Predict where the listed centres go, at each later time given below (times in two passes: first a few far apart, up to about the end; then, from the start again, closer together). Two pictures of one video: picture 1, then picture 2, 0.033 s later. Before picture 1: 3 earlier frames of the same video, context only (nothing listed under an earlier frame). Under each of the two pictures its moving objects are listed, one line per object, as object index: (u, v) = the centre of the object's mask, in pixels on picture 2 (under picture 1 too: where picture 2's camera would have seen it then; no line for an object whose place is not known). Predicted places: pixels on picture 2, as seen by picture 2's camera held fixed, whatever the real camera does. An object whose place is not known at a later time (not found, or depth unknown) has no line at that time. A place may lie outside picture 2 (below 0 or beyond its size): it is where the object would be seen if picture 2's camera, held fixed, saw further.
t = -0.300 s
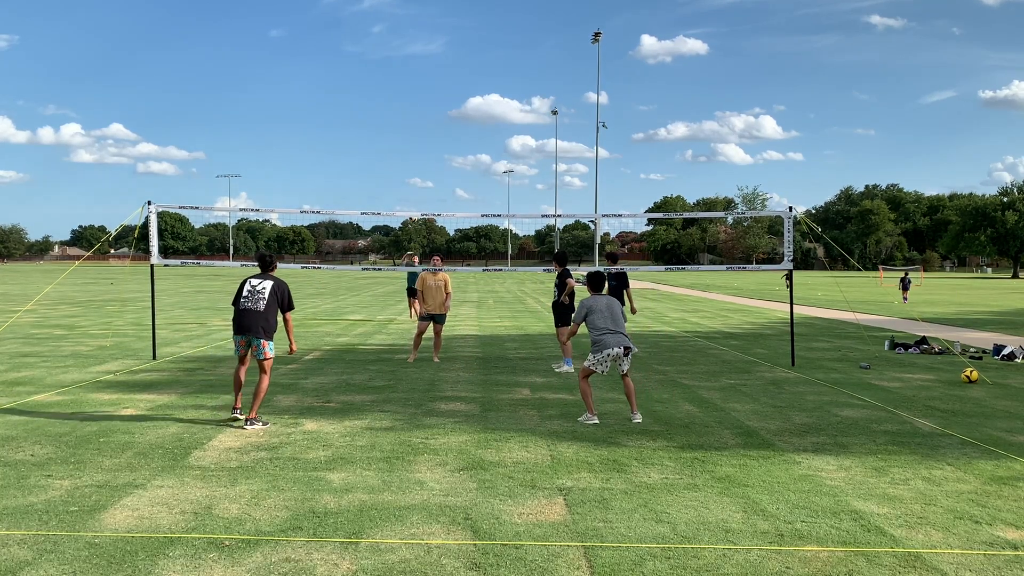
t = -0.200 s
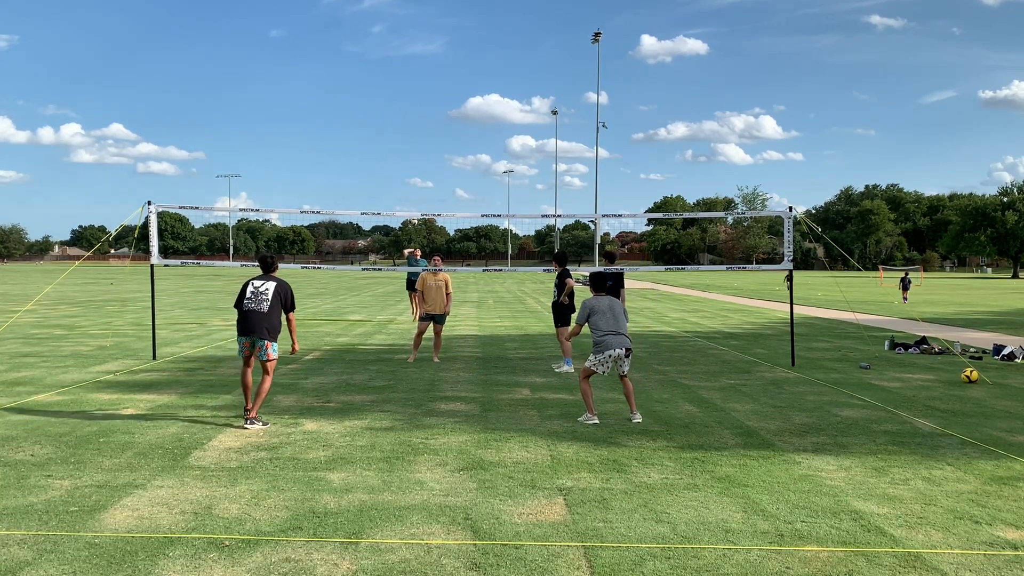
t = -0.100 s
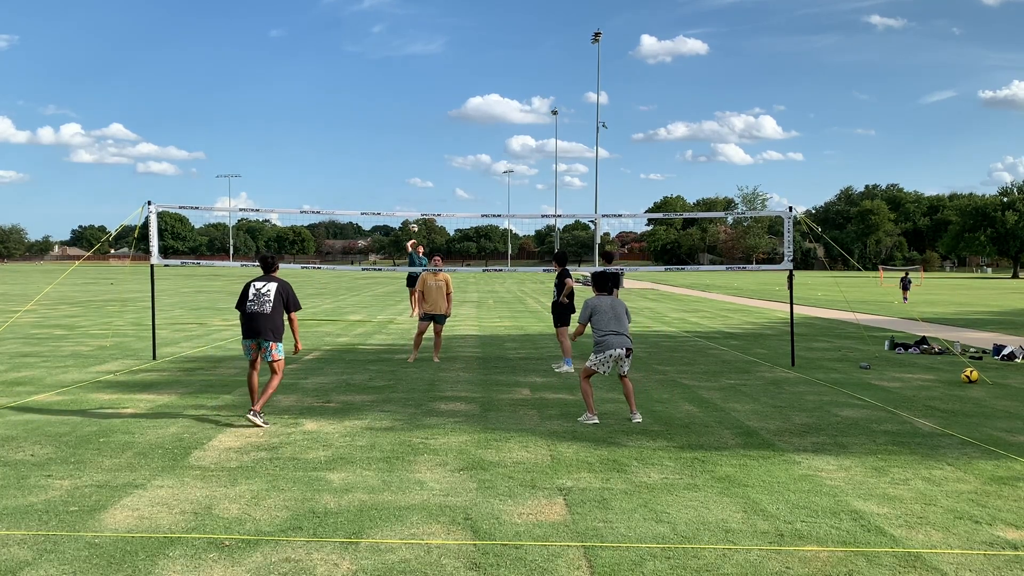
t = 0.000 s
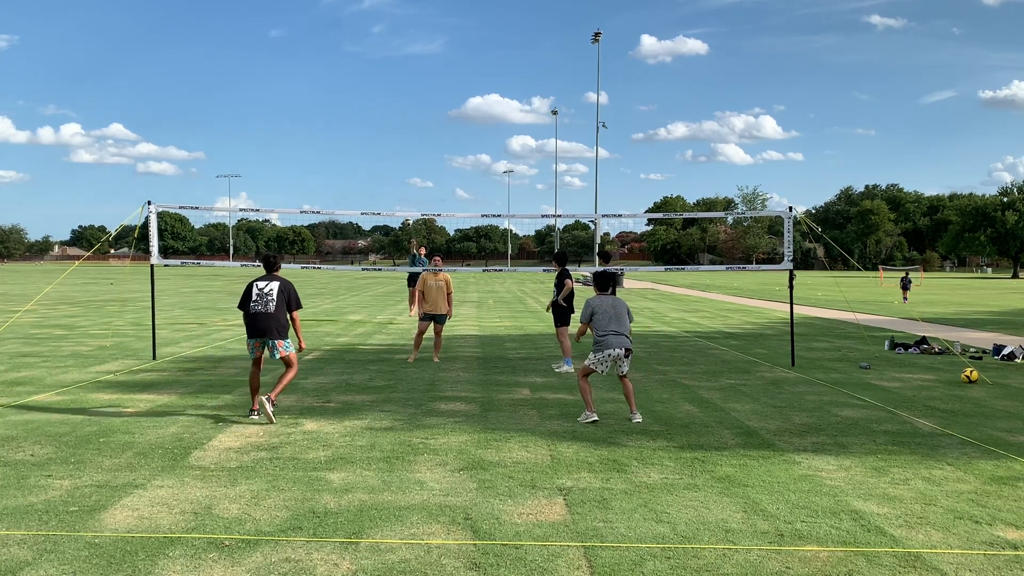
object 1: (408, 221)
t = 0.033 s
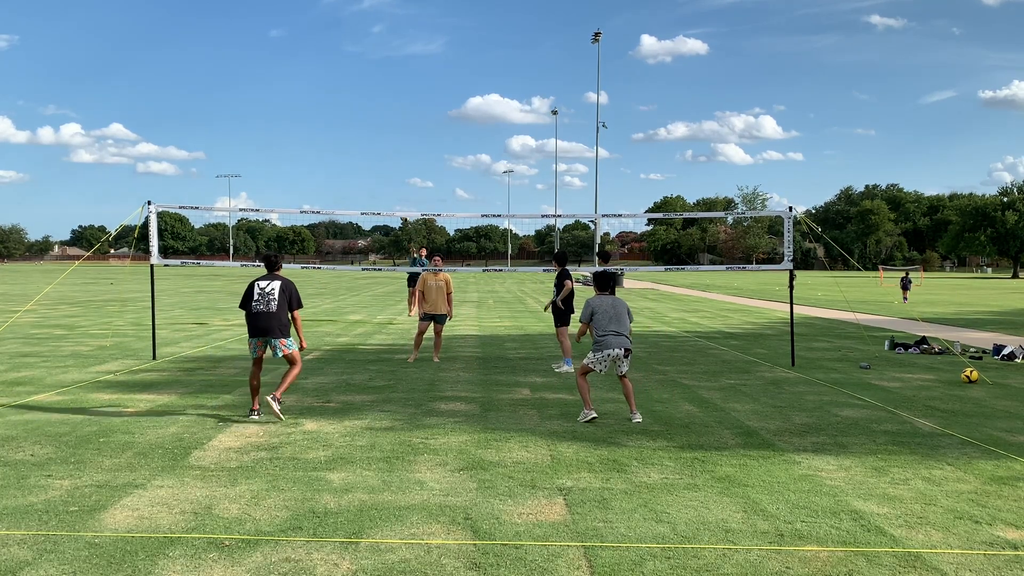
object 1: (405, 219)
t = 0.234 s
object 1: (384, 190)
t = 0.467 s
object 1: (352, 175)
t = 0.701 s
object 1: (313, 187)
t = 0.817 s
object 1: (287, 207)
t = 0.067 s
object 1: (402, 210)
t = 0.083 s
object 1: (400, 209)
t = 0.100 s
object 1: (398, 207)
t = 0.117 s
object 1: (397, 205)
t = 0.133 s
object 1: (395, 202)
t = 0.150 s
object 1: (394, 200)
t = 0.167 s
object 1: (392, 198)
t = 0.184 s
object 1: (390, 196)
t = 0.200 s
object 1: (388, 194)
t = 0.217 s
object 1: (386, 192)
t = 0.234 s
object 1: (384, 190)
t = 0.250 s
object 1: (382, 188)
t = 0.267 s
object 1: (380, 186)
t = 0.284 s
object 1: (378, 184)
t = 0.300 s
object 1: (376, 183)
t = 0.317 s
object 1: (374, 182)
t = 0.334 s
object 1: (372, 180)
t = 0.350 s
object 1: (369, 179)
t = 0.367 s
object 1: (367, 178)
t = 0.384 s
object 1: (365, 178)
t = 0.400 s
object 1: (362, 177)
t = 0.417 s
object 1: (360, 176)
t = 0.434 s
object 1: (357, 176)
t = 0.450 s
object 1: (355, 176)
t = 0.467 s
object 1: (352, 175)
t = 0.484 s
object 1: (350, 175)
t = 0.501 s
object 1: (347, 175)
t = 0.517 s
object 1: (345, 175)
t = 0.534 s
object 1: (342, 176)
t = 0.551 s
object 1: (339, 176)
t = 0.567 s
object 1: (337, 176)
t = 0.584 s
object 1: (334, 177)
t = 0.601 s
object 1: (331, 178)
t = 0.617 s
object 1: (328, 179)
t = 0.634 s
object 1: (325, 180)
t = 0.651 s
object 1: (323, 182)
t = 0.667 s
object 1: (319, 183)
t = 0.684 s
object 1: (316, 185)
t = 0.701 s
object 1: (313, 187)
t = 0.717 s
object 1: (310, 189)
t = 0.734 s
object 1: (306, 191)
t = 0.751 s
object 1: (303, 194)
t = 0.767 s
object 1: (299, 196)
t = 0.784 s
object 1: (295, 200)
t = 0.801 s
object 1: (291, 203)
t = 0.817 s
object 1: (287, 207)
